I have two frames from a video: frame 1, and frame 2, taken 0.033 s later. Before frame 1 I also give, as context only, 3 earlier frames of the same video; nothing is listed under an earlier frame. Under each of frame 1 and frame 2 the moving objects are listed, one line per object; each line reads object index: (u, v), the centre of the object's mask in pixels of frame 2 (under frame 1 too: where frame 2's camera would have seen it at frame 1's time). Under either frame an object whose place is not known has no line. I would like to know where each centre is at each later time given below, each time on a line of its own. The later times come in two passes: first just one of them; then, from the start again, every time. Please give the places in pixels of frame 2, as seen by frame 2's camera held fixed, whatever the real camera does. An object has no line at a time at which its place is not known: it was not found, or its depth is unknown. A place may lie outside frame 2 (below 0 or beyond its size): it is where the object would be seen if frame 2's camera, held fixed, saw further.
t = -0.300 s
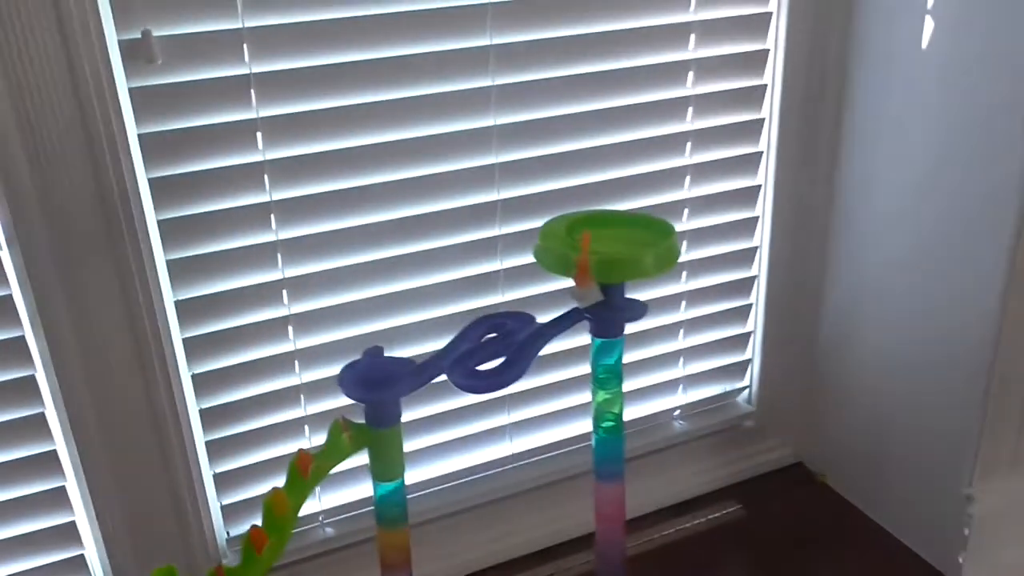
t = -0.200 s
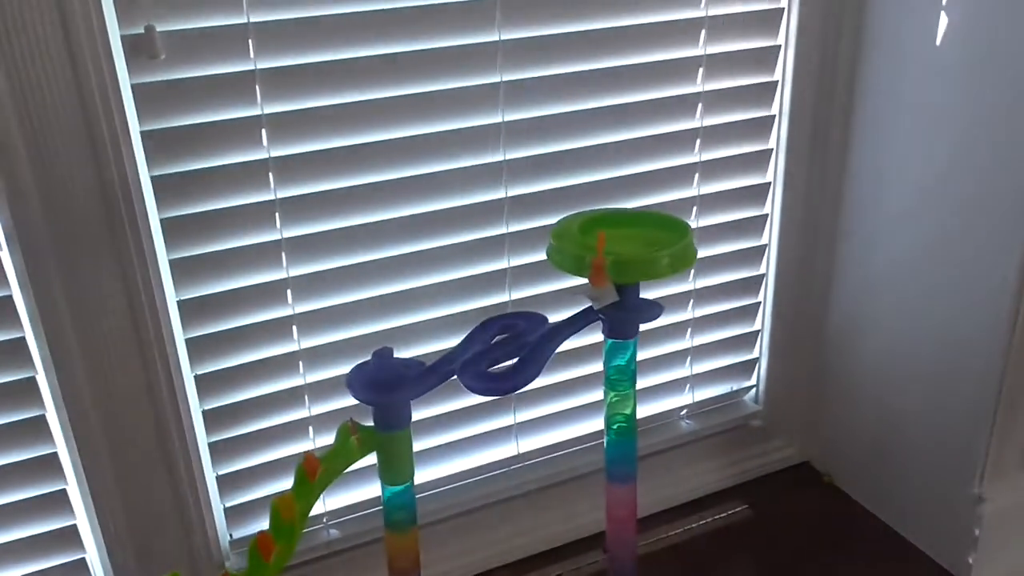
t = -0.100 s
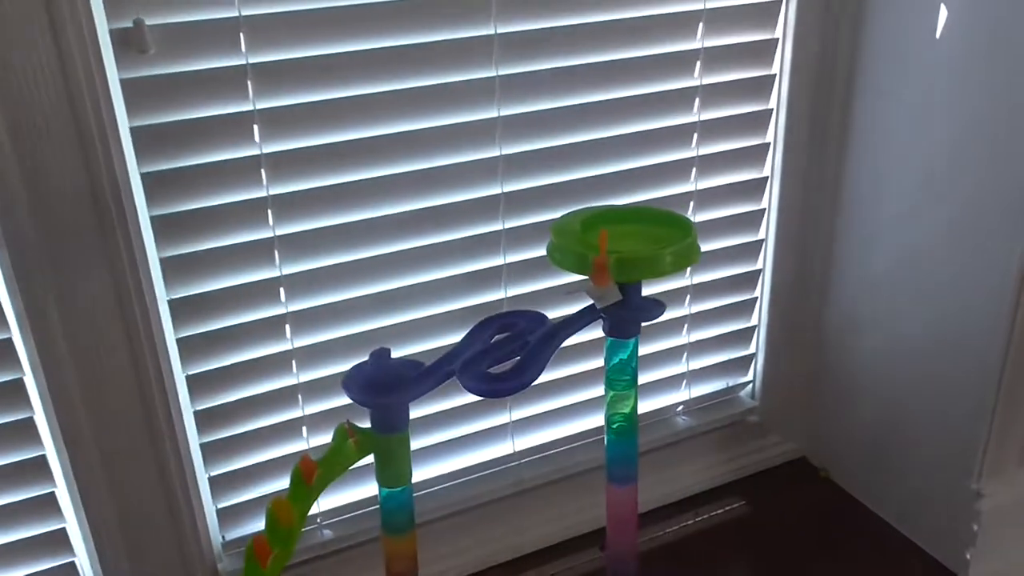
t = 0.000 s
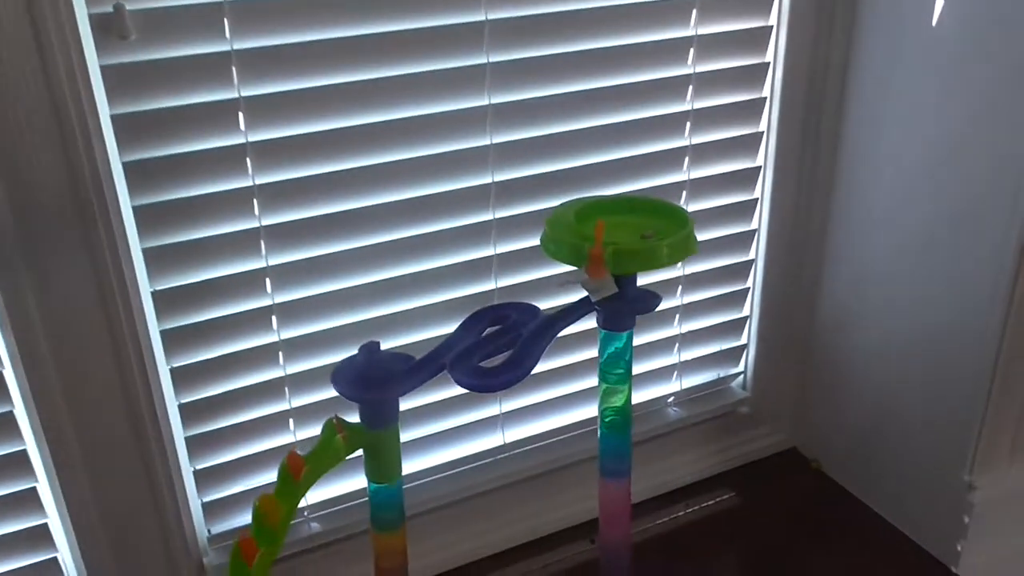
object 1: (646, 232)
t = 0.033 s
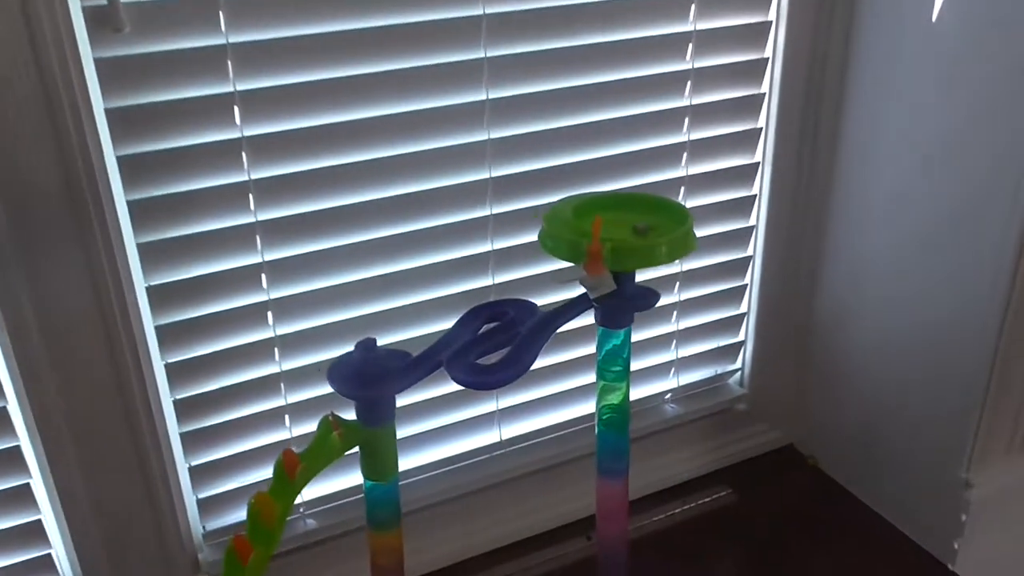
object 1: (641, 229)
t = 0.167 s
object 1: (589, 224)
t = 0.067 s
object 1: (631, 227)
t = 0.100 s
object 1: (618, 226)
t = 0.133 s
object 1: (607, 225)
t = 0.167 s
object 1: (589, 224)
